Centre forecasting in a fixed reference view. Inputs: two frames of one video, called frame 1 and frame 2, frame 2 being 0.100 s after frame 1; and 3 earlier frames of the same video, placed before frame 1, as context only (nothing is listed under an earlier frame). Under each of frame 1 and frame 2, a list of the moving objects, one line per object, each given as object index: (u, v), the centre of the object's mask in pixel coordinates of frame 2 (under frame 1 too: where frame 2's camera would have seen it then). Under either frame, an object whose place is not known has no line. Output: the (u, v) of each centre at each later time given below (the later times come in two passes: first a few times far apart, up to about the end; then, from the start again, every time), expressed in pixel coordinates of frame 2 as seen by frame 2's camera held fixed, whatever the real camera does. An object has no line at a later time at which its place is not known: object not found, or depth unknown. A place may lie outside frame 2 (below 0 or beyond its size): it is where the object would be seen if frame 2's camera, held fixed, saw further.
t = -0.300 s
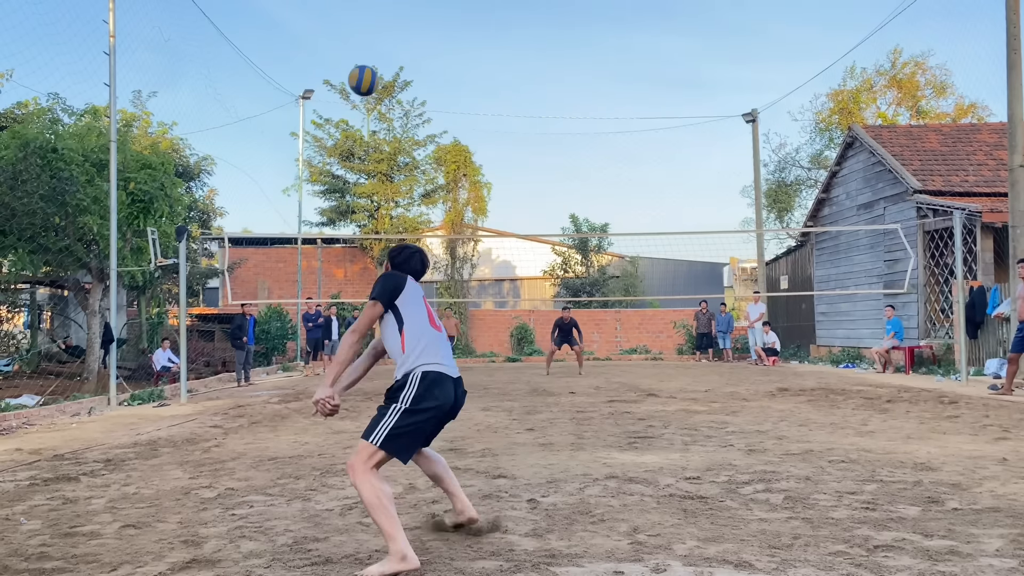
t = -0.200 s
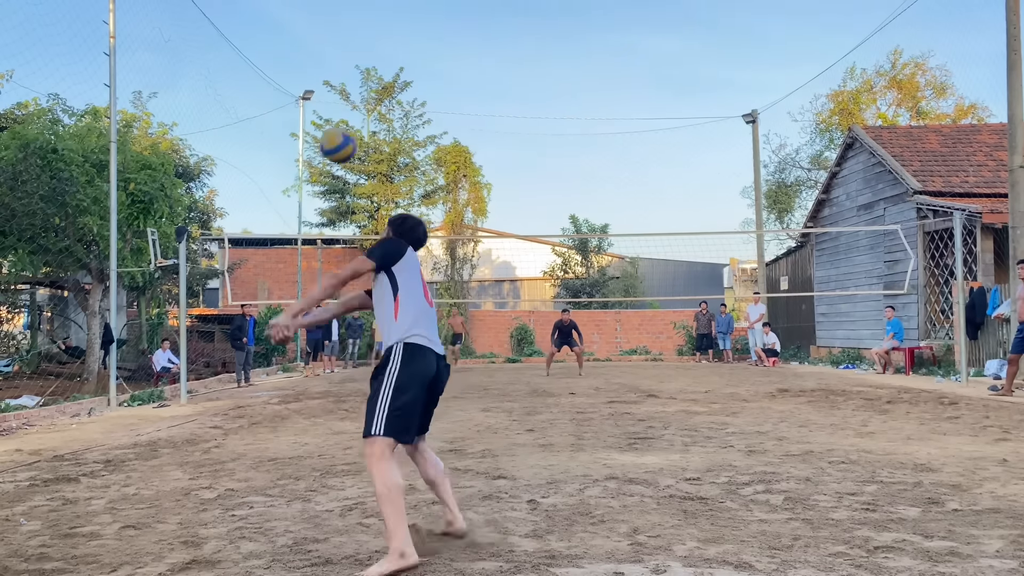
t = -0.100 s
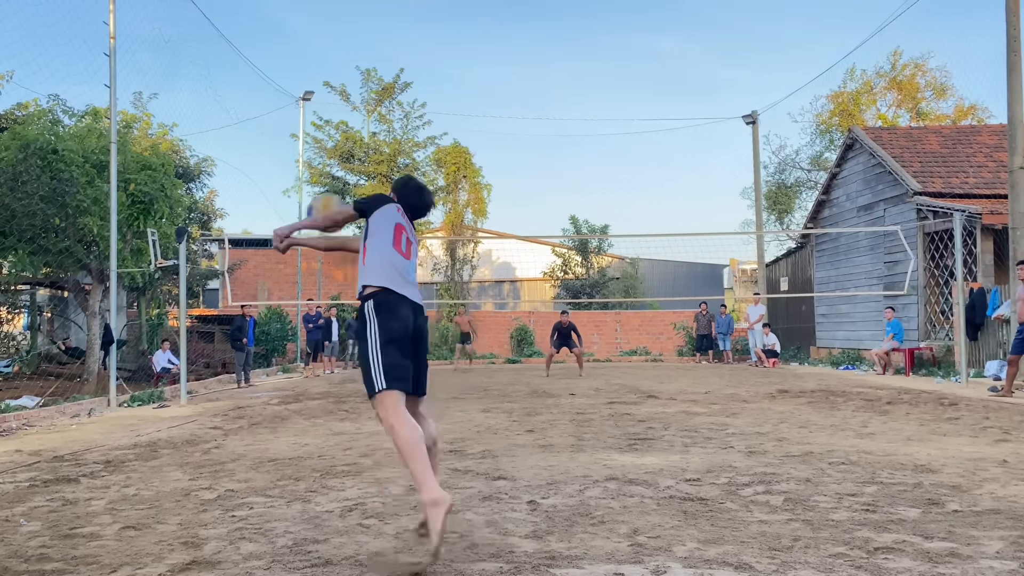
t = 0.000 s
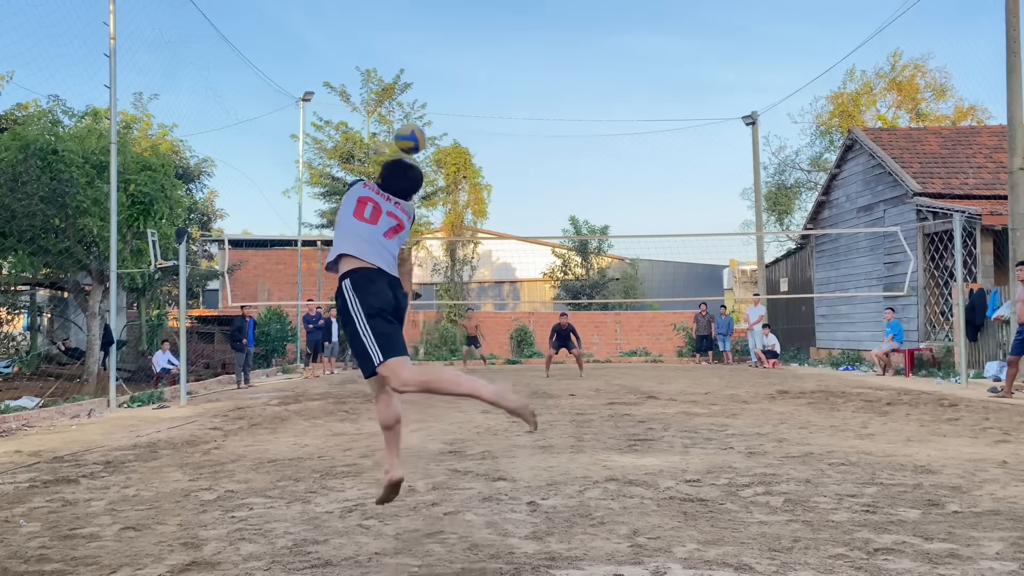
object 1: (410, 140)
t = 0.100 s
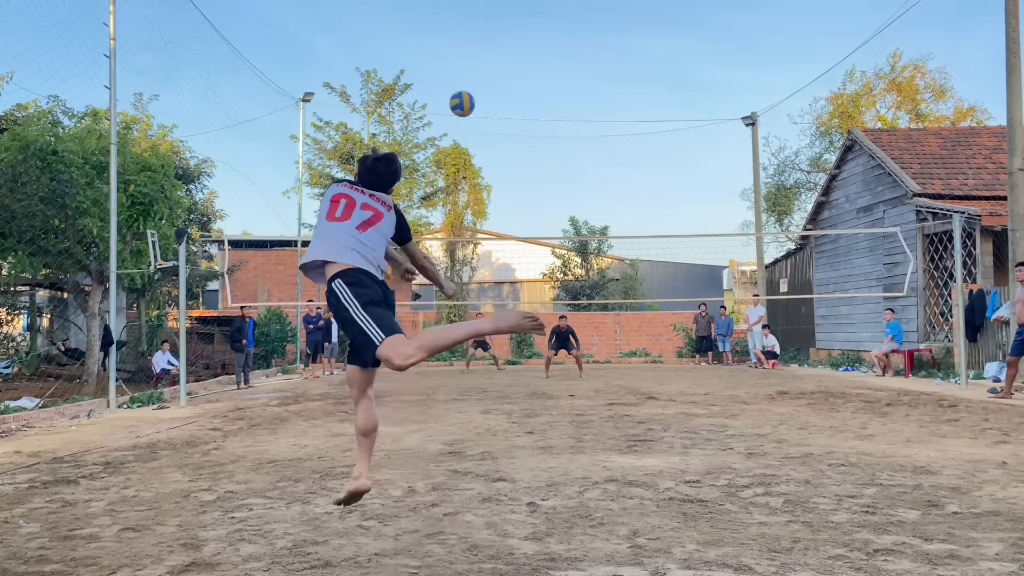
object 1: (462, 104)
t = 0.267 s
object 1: (518, 87)
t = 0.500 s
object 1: (568, 103)
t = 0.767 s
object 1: (600, 148)
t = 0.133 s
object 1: (476, 97)
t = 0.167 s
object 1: (488, 92)
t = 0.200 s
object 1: (499, 89)
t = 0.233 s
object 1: (509, 87)
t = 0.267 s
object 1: (518, 87)
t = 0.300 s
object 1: (527, 87)
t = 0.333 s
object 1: (535, 88)
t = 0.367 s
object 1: (543, 90)
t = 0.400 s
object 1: (550, 93)
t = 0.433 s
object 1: (556, 96)
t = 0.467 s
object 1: (562, 99)
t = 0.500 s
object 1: (568, 103)
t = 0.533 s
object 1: (573, 107)
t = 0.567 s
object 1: (578, 112)
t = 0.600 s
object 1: (582, 118)
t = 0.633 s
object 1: (586, 123)
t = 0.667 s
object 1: (590, 129)
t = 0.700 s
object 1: (593, 135)
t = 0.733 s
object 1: (597, 141)
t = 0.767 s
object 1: (600, 148)
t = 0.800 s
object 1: (603, 154)
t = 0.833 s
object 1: (606, 161)
